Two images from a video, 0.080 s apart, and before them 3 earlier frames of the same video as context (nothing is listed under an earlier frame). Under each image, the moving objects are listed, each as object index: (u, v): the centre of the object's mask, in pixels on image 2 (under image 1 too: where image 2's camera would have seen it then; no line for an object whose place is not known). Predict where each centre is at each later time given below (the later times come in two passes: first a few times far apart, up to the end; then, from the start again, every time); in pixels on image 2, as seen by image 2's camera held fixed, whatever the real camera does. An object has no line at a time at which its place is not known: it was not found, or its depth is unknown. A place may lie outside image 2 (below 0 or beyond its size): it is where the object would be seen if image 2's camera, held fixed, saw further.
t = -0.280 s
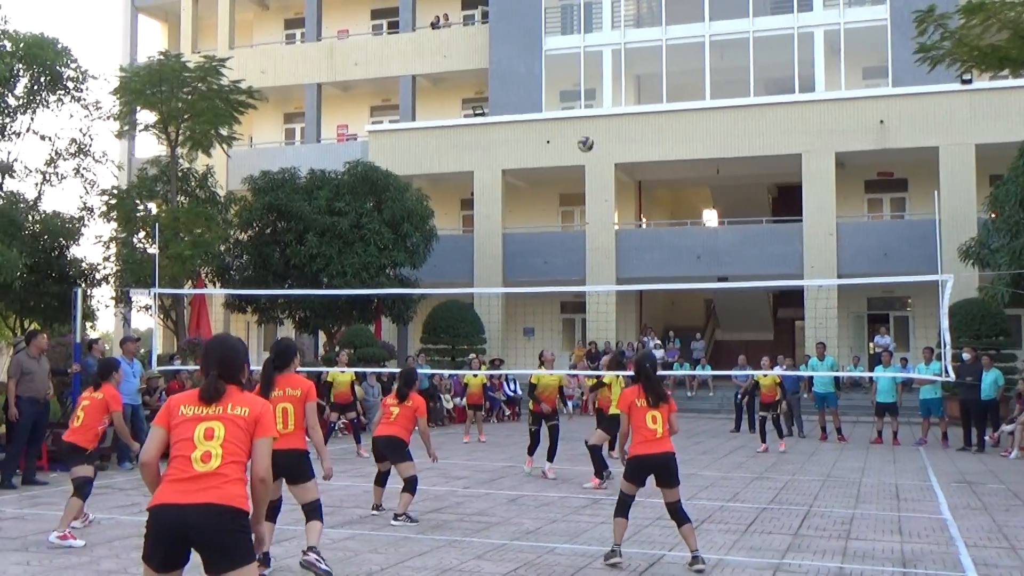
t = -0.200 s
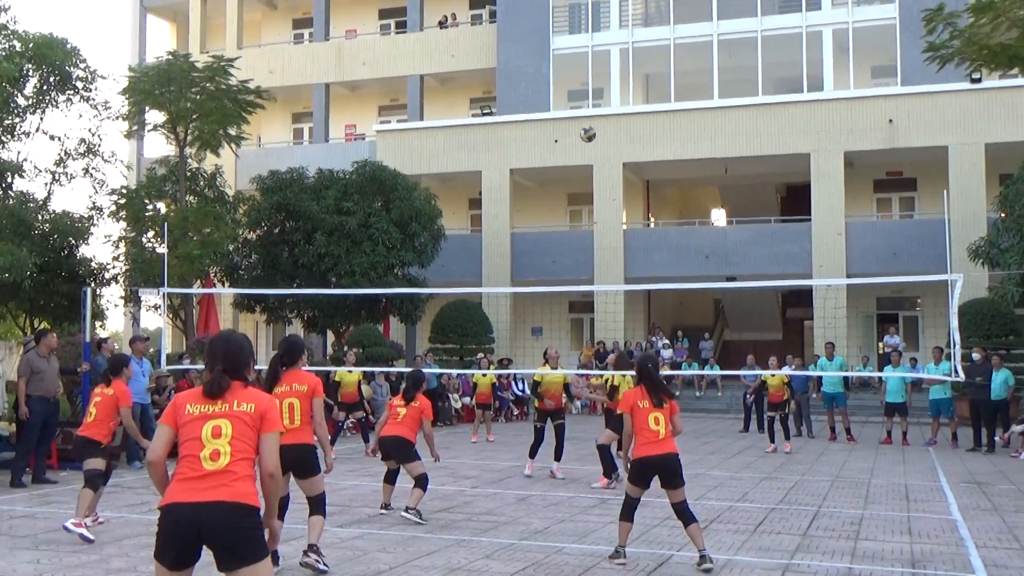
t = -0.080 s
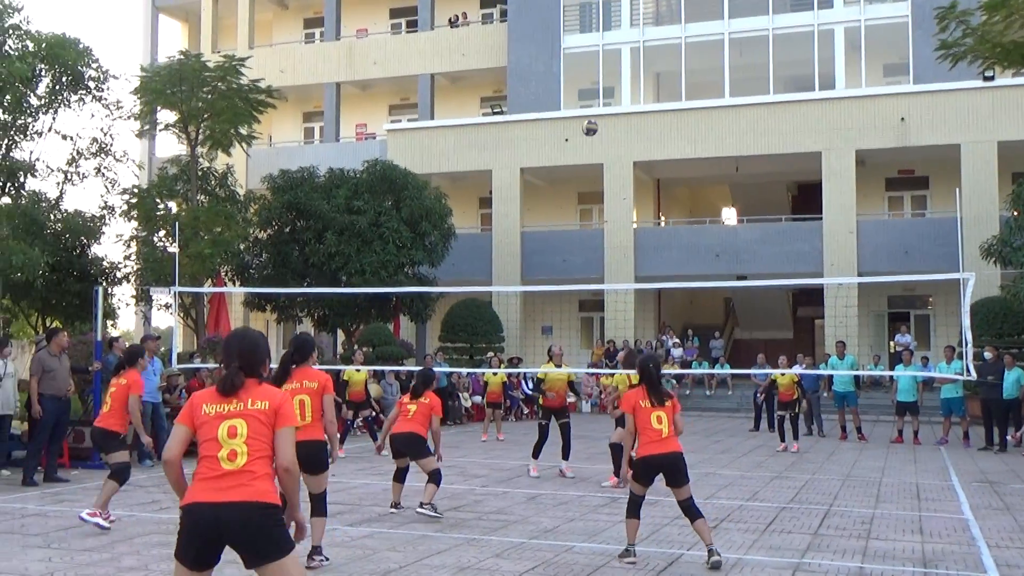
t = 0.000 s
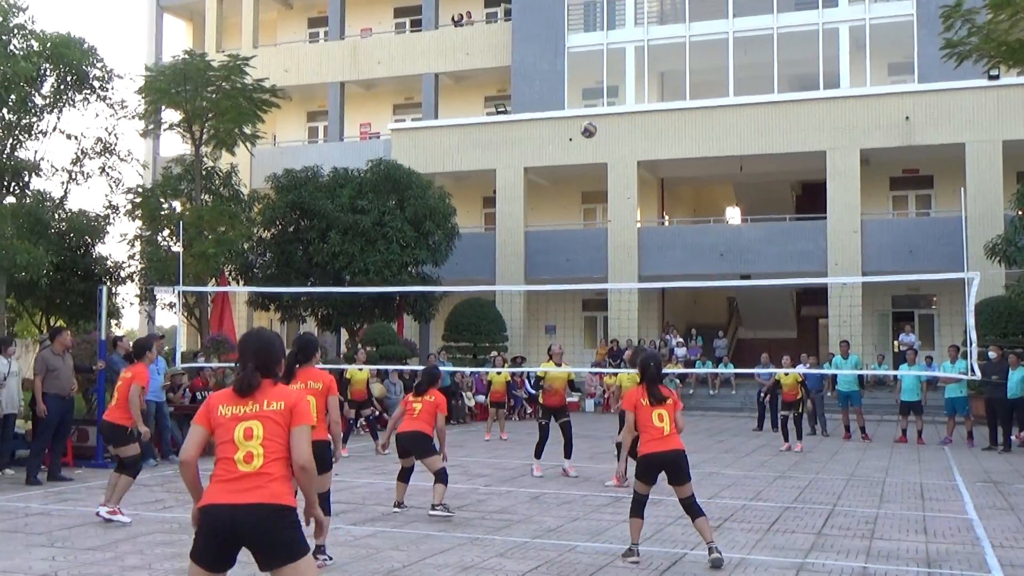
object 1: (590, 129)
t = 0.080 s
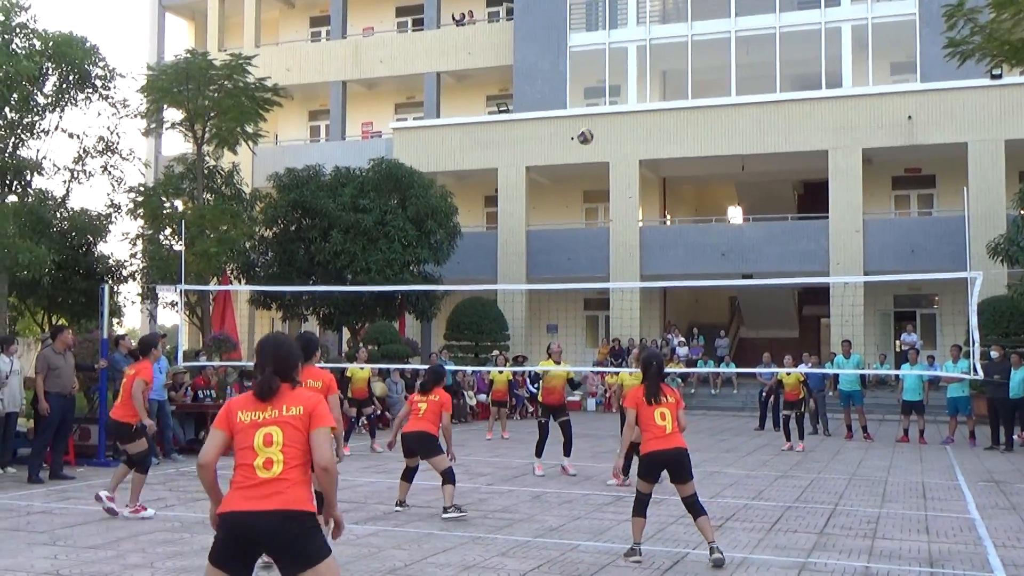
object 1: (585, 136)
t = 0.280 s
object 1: (573, 176)
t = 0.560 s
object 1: (555, 279)
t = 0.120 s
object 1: (582, 142)
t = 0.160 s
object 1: (580, 148)
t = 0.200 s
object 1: (578, 156)
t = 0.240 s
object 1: (576, 165)
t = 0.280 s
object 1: (573, 176)
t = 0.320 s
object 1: (571, 187)
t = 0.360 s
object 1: (568, 200)
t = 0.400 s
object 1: (566, 215)
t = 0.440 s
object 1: (564, 230)
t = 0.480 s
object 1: (560, 246)
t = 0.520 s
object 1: (558, 264)
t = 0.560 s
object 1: (555, 279)
